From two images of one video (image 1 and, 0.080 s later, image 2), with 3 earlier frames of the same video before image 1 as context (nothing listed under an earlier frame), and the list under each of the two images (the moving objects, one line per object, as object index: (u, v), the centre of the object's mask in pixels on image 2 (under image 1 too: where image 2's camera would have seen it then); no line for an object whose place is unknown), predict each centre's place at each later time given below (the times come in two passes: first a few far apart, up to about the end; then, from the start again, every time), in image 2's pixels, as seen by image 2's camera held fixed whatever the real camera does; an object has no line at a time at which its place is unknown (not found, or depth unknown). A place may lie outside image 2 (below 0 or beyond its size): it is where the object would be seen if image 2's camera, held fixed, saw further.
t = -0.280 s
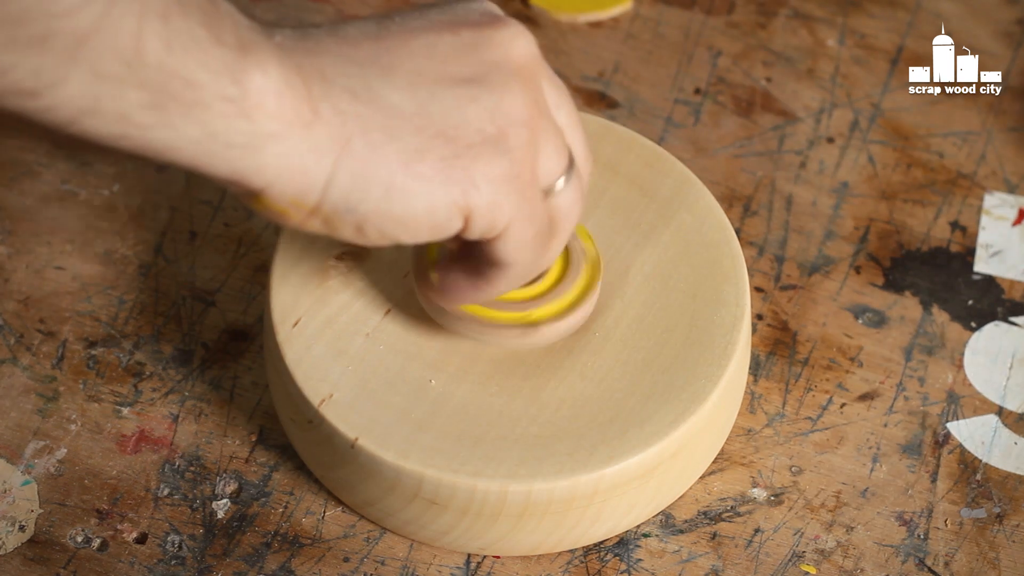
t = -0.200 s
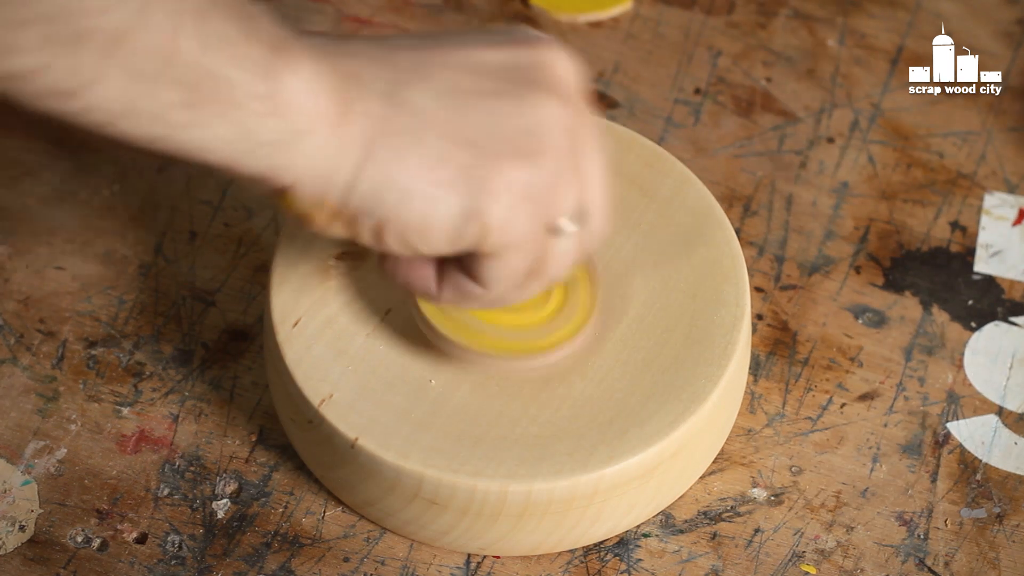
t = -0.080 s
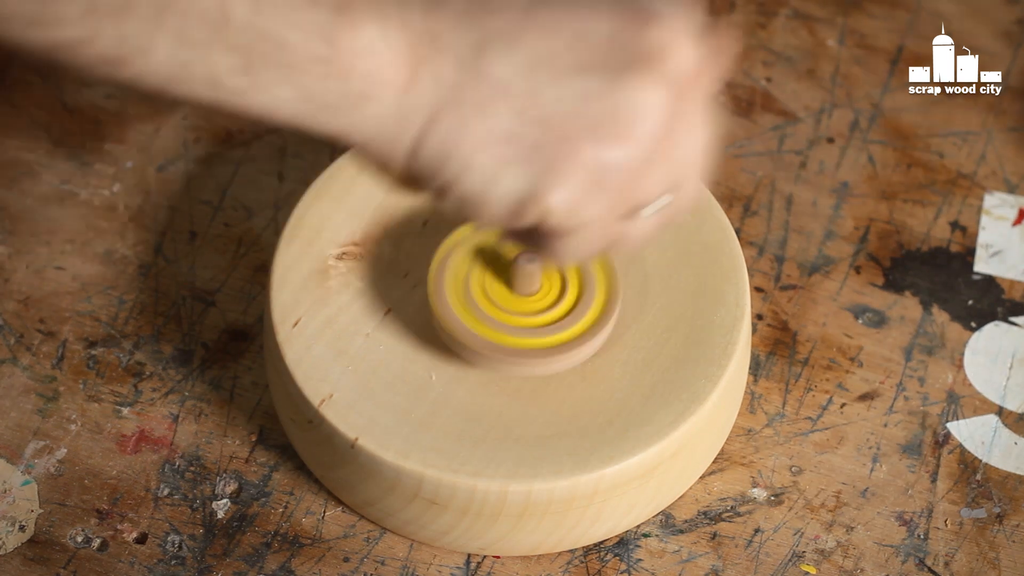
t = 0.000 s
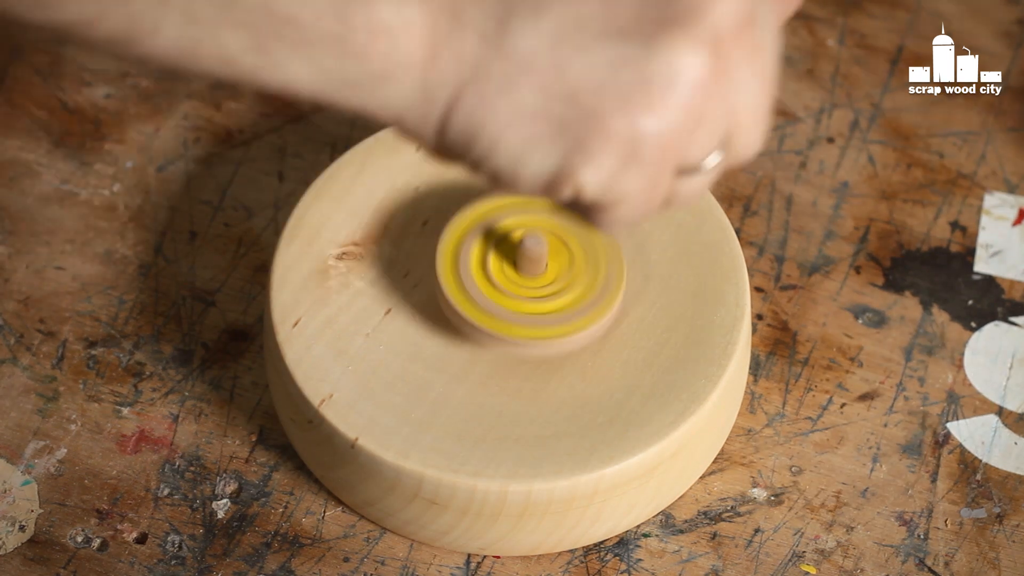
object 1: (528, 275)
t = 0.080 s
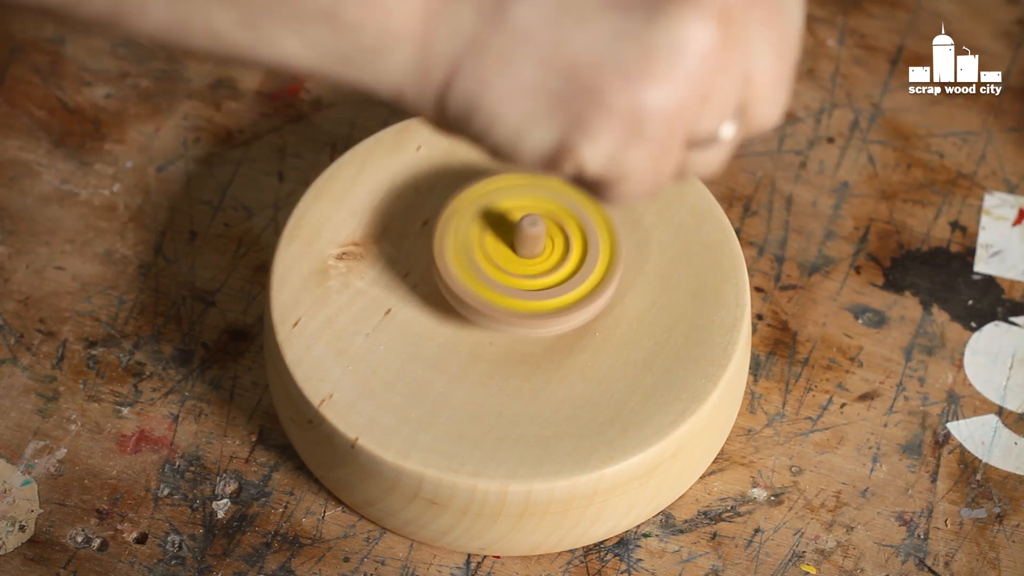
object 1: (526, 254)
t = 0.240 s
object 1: (492, 251)
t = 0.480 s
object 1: (509, 280)
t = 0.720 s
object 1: (530, 262)
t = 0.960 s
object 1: (496, 265)
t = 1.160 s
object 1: (505, 286)
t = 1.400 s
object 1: (524, 264)
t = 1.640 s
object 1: (500, 264)
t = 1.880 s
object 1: (492, 278)
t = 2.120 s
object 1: (517, 274)
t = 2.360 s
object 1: (517, 260)
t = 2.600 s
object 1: (501, 255)
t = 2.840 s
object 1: (495, 270)
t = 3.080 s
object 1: (506, 282)
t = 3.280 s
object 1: (521, 278)
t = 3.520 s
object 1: (520, 263)
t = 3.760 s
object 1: (512, 264)
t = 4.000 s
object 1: (516, 270)
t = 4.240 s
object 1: (508, 276)
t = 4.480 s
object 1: (497, 274)
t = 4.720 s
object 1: (504, 282)
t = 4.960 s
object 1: (523, 274)
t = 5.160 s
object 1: (519, 259)
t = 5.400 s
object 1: (498, 259)
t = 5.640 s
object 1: (494, 278)
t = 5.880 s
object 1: (522, 278)
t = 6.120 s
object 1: (514, 256)
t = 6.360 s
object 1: (491, 267)
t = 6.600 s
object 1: (509, 285)
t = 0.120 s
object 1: (519, 247)
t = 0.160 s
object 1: (509, 245)
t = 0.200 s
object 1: (501, 246)
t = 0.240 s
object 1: (492, 251)
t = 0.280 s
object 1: (487, 255)
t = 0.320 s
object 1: (485, 264)
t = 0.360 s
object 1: (489, 273)
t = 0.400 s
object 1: (497, 278)
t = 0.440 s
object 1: (504, 280)
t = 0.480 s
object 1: (509, 280)
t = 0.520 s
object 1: (516, 280)
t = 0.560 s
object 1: (522, 279)
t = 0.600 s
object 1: (526, 277)
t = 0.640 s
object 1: (529, 273)
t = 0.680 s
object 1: (531, 268)
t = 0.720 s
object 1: (530, 262)
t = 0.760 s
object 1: (524, 256)
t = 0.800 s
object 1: (517, 253)
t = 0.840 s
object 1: (508, 253)
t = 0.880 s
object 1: (500, 257)
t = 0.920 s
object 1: (497, 259)
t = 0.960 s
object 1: (496, 265)
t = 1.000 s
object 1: (496, 270)
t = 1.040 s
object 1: (497, 273)
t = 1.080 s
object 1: (498, 277)
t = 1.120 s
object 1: (501, 282)
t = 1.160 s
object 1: (505, 286)
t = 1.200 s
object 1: (510, 287)
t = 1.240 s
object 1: (516, 285)
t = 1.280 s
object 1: (524, 282)
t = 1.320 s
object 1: (527, 275)
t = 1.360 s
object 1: (526, 268)
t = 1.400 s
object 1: (524, 264)
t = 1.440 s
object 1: (520, 261)
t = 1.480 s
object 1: (514, 259)
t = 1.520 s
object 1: (510, 261)
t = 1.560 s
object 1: (507, 262)
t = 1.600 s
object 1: (504, 262)
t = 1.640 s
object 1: (500, 264)
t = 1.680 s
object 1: (497, 265)
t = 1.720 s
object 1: (493, 265)
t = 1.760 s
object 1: (488, 267)
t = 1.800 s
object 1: (487, 271)
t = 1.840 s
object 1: (489, 275)
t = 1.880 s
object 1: (492, 278)
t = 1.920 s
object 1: (498, 282)
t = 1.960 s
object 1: (505, 284)
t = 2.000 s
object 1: (509, 283)
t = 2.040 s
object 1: (515, 281)
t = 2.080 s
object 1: (518, 278)
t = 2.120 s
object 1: (517, 274)
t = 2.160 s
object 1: (518, 272)
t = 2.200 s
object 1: (518, 270)
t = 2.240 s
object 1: (517, 266)
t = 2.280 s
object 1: (517, 265)
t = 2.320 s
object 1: (518, 263)
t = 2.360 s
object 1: (517, 260)
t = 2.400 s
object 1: (516, 258)
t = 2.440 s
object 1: (515, 257)
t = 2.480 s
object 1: (512, 254)
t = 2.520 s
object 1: (508, 254)
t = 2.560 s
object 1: (505, 256)
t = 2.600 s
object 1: (501, 255)
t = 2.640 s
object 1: (496, 258)
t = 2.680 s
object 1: (495, 261)
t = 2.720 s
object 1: (493, 263)
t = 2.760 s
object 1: (493, 266)
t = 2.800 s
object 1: (495, 269)
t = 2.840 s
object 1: (495, 270)
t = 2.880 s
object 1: (498, 273)
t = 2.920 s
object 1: (500, 274)
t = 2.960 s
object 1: (500, 276)
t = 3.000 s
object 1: (503, 279)
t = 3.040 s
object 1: (504, 281)
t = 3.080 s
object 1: (506, 282)
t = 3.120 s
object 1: (510, 284)
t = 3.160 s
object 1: (512, 282)
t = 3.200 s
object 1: (515, 281)
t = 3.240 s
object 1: (519, 281)
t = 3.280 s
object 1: (521, 278)
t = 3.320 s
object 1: (523, 277)
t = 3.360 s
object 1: (526, 274)
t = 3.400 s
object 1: (525, 271)
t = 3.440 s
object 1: (525, 269)
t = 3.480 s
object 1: (523, 265)
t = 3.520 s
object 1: (520, 263)
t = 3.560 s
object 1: (519, 263)
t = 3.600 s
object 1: (516, 261)
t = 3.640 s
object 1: (514, 262)
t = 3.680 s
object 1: (513, 262)
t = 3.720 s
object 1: (511, 262)
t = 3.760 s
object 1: (512, 264)
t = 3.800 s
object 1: (513, 263)
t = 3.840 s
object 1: (514, 264)
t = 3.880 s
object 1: (517, 267)
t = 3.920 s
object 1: (516, 267)
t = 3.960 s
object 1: (516, 270)
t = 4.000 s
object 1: (516, 270)
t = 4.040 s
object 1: (515, 272)
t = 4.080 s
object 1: (516, 274)
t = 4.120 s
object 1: (514, 274)
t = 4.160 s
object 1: (513, 276)
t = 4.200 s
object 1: (512, 276)
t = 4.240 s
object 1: (508, 276)
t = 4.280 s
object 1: (507, 276)
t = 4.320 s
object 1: (503, 273)
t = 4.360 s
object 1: (501, 273)
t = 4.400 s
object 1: (499, 272)
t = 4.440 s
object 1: (497, 273)
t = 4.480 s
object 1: (497, 274)
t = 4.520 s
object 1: (496, 273)
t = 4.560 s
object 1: (497, 276)
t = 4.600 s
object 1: (497, 276)
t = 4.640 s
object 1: (499, 279)
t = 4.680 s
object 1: (503, 281)
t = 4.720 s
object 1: (504, 282)
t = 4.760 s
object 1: (510, 284)
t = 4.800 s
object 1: (512, 282)
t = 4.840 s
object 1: (516, 282)
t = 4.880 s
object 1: (519, 279)
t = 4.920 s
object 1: (521, 277)
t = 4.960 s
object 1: (523, 274)
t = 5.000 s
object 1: (523, 271)
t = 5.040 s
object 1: (525, 269)
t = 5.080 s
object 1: (523, 265)
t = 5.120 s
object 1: (522, 263)
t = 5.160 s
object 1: (519, 259)
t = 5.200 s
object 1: (515, 258)
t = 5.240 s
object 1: (512, 256)
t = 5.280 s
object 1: (507, 255)
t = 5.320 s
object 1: (504, 257)
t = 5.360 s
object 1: (500, 256)
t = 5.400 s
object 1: (498, 259)
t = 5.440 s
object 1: (495, 259)
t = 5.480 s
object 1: (492, 264)
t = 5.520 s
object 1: (491, 265)
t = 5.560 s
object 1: (490, 270)
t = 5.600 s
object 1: (492, 274)
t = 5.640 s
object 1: (494, 278)
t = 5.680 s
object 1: (500, 282)
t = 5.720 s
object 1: (503, 283)
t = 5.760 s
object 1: (511, 286)
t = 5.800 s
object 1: (514, 283)
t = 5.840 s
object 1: (520, 282)
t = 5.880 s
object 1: (522, 278)
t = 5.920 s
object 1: (525, 274)
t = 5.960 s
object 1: (527, 269)
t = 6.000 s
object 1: (525, 265)
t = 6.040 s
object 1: (523, 260)
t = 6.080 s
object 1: (518, 257)
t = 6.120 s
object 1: (514, 256)
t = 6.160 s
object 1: (507, 254)
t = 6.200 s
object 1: (503, 256)
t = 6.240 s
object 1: (498, 256)
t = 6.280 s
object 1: (496, 261)
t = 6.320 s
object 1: (492, 262)
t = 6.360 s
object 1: (491, 267)
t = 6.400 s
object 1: (490, 270)
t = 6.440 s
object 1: (491, 276)
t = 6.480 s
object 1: (494, 278)
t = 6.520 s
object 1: (499, 282)
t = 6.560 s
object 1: (503, 282)
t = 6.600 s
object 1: (509, 285)
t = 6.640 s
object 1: (514, 283)
